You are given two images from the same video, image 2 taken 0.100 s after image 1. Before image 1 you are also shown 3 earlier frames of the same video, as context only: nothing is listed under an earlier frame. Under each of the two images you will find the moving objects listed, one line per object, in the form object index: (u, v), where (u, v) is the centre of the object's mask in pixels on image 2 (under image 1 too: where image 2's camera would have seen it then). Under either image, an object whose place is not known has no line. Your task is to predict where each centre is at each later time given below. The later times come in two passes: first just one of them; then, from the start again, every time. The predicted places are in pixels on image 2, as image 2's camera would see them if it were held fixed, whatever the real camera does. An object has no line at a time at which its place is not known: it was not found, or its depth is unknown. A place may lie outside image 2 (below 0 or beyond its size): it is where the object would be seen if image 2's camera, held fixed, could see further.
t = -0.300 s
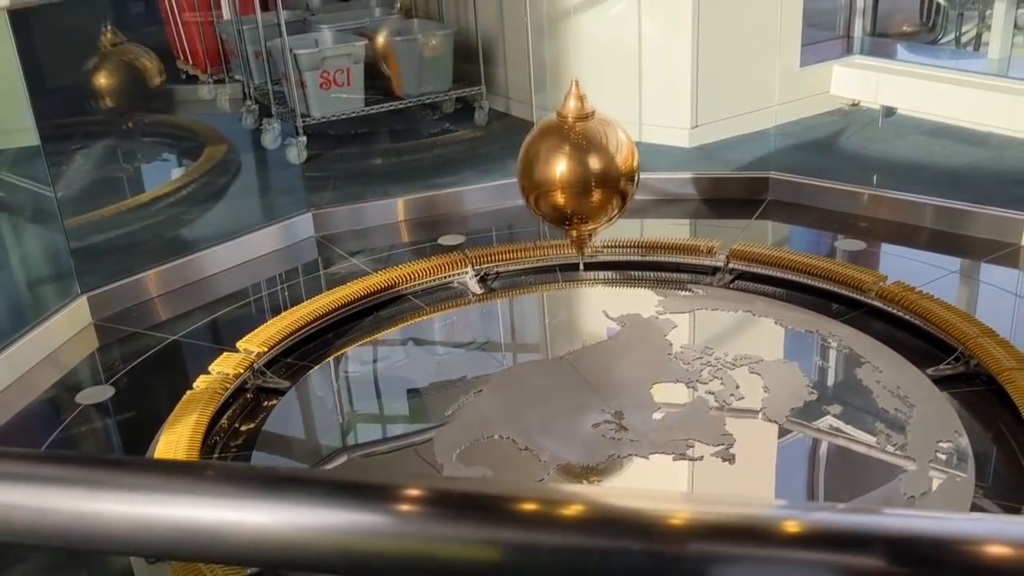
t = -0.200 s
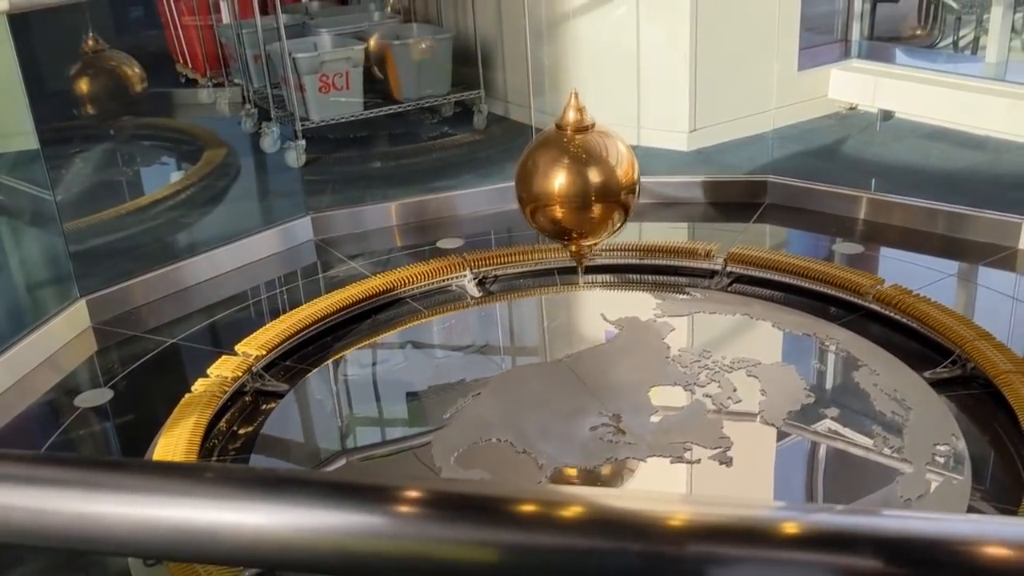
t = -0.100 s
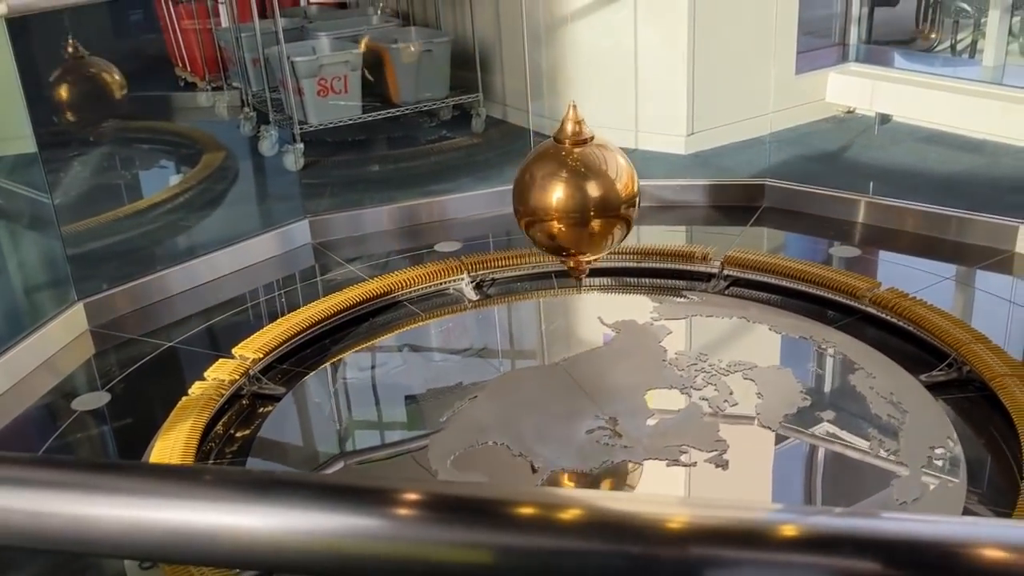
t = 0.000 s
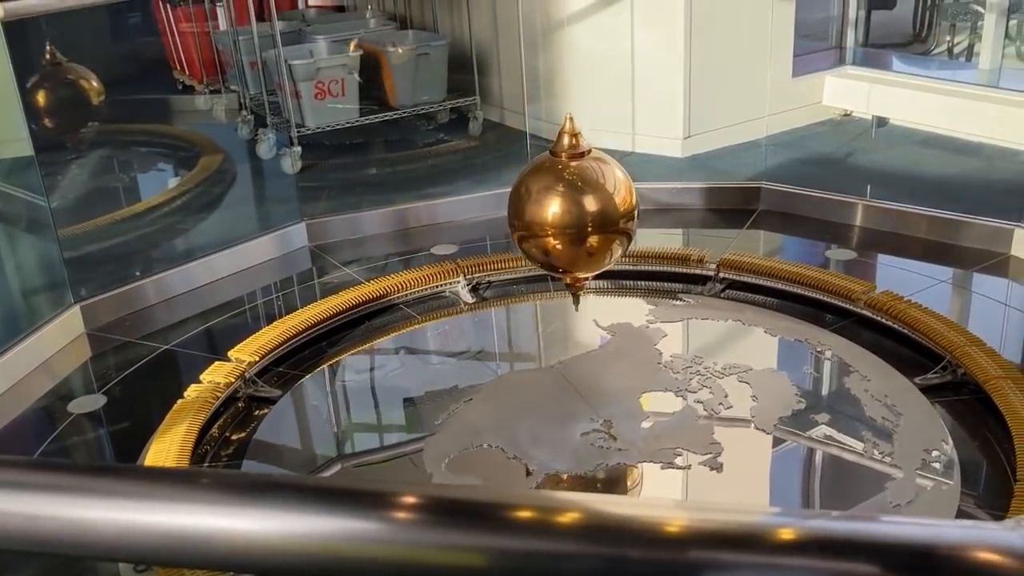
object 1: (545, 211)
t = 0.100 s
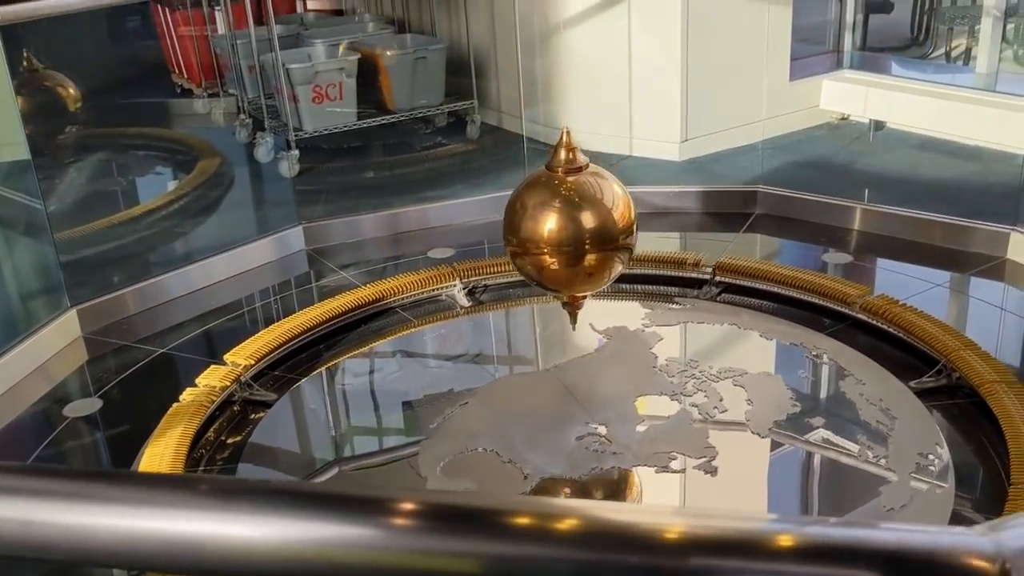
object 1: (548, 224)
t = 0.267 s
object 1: (551, 247)
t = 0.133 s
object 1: (548, 228)
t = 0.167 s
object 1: (549, 233)
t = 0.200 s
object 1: (551, 238)
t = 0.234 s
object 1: (551, 242)
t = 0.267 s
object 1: (551, 247)
